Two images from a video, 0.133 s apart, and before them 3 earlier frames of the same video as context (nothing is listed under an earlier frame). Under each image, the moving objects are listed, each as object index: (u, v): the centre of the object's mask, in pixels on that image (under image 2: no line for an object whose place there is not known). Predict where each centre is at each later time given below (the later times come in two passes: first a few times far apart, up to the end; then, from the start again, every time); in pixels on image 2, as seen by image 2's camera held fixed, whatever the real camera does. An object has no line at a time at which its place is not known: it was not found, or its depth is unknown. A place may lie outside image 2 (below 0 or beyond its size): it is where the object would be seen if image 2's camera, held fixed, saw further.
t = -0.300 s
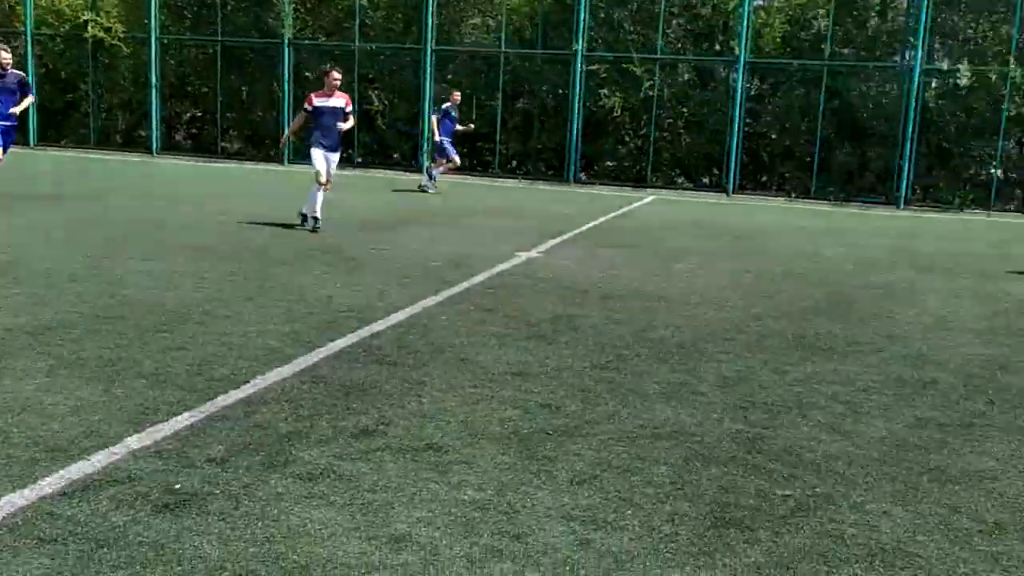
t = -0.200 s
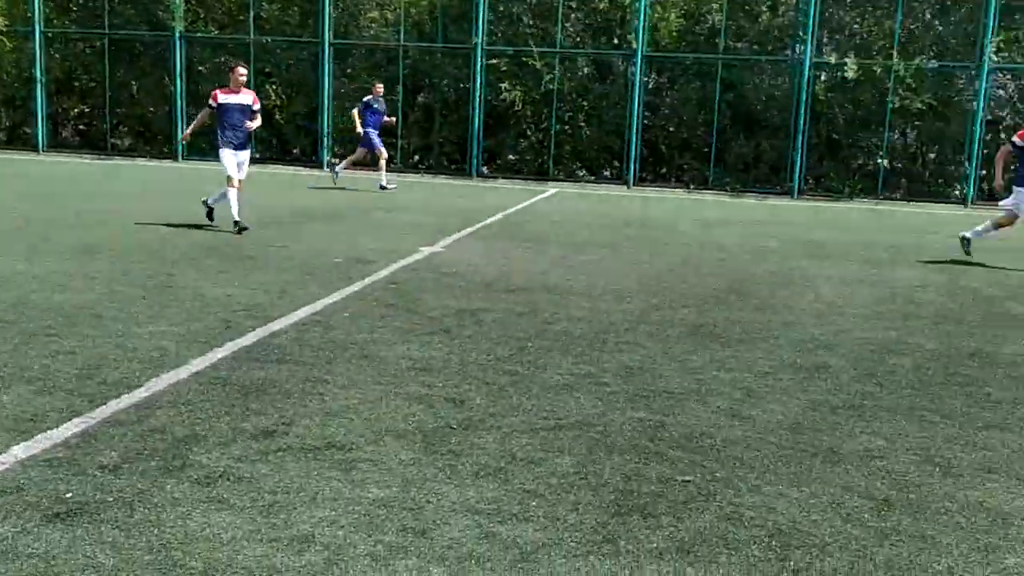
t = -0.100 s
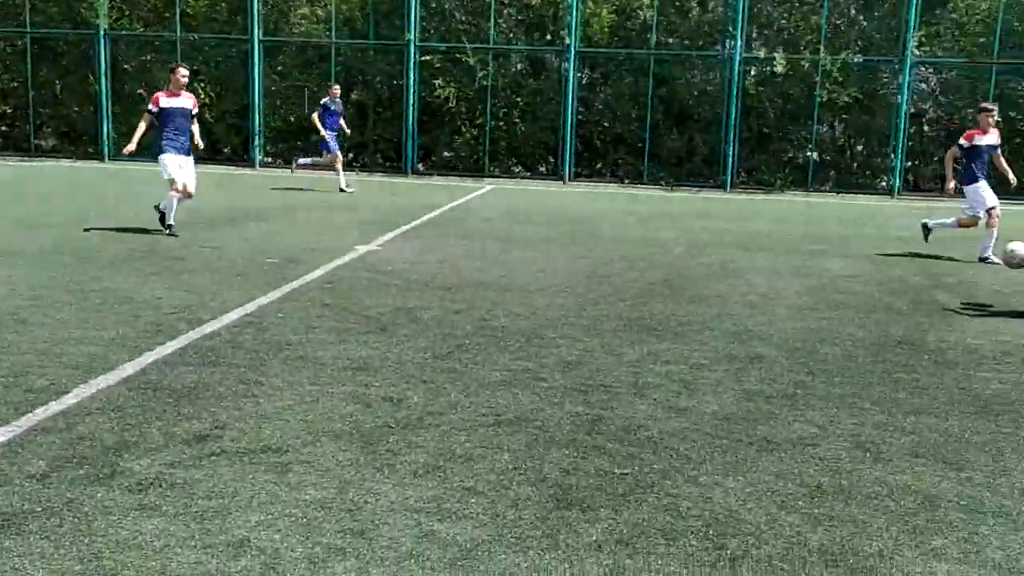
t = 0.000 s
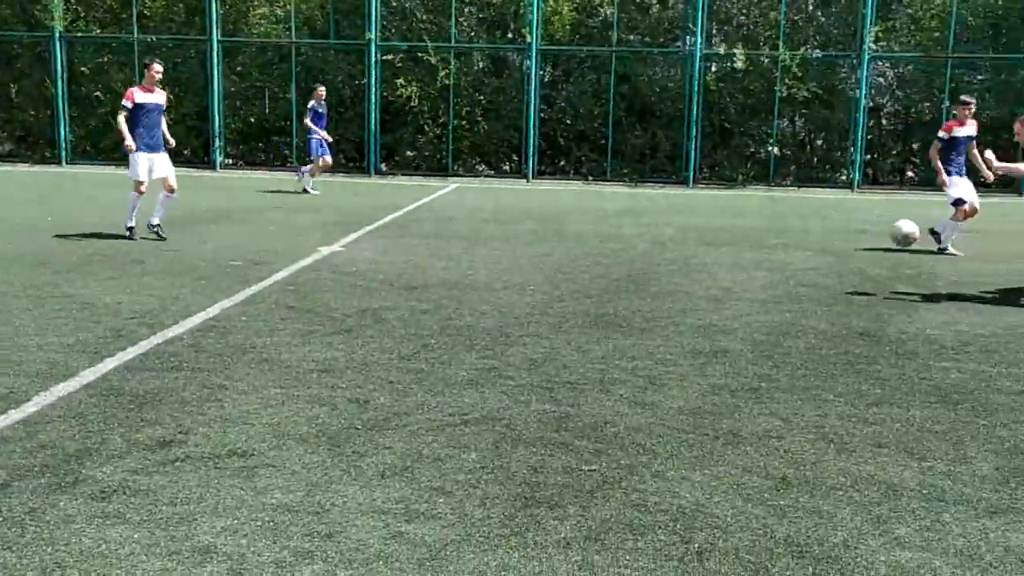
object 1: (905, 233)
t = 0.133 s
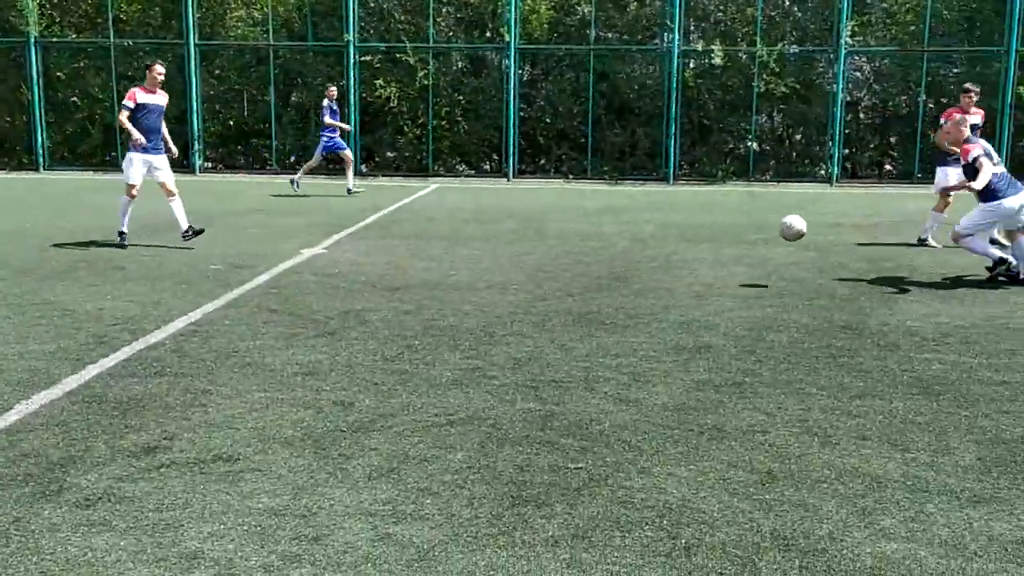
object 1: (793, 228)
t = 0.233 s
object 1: (726, 242)
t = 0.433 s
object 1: (626, 252)
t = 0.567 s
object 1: (593, 234)
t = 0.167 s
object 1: (771, 231)
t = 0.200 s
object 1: (748, 236)
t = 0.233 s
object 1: (726, 242)
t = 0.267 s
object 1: (704, 249)
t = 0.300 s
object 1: (682, 258)
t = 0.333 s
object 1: (660, 267)
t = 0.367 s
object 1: (644, 269)
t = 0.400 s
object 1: (635, 259)
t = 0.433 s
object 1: (626, 252)
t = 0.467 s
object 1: (618, 245)
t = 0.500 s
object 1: (609, 241)
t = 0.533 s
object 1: (601, 237)
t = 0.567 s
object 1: (593, 234)
